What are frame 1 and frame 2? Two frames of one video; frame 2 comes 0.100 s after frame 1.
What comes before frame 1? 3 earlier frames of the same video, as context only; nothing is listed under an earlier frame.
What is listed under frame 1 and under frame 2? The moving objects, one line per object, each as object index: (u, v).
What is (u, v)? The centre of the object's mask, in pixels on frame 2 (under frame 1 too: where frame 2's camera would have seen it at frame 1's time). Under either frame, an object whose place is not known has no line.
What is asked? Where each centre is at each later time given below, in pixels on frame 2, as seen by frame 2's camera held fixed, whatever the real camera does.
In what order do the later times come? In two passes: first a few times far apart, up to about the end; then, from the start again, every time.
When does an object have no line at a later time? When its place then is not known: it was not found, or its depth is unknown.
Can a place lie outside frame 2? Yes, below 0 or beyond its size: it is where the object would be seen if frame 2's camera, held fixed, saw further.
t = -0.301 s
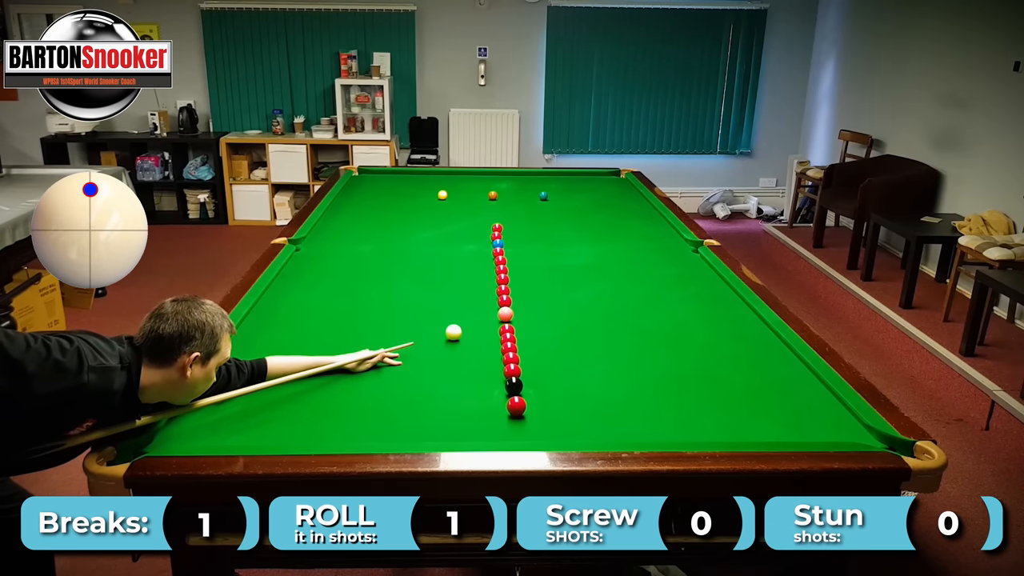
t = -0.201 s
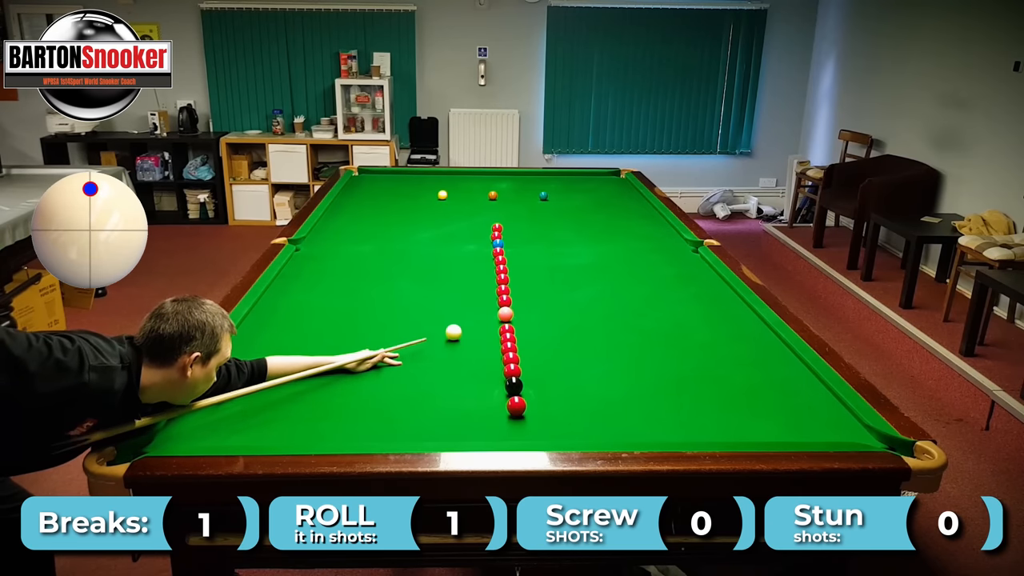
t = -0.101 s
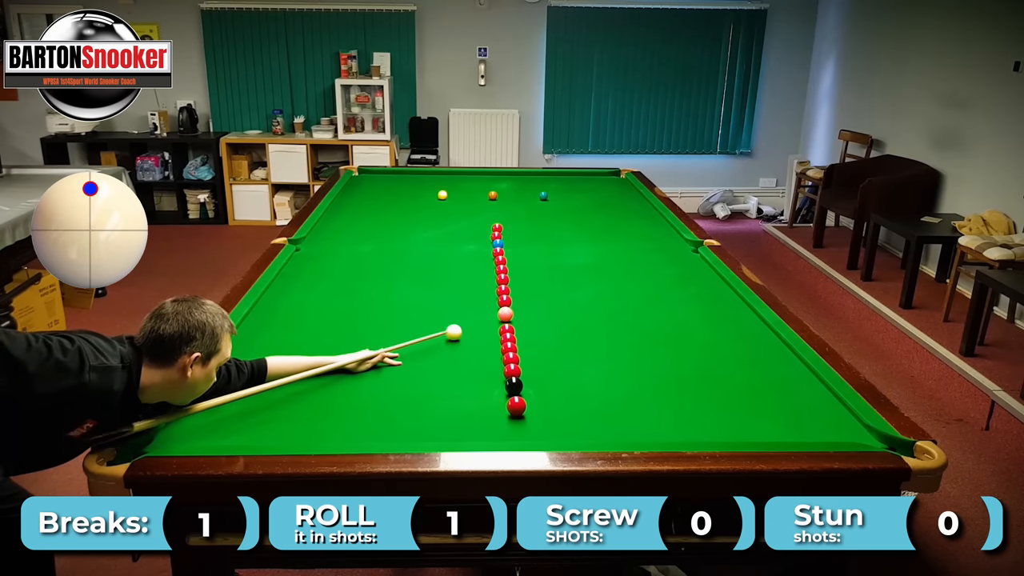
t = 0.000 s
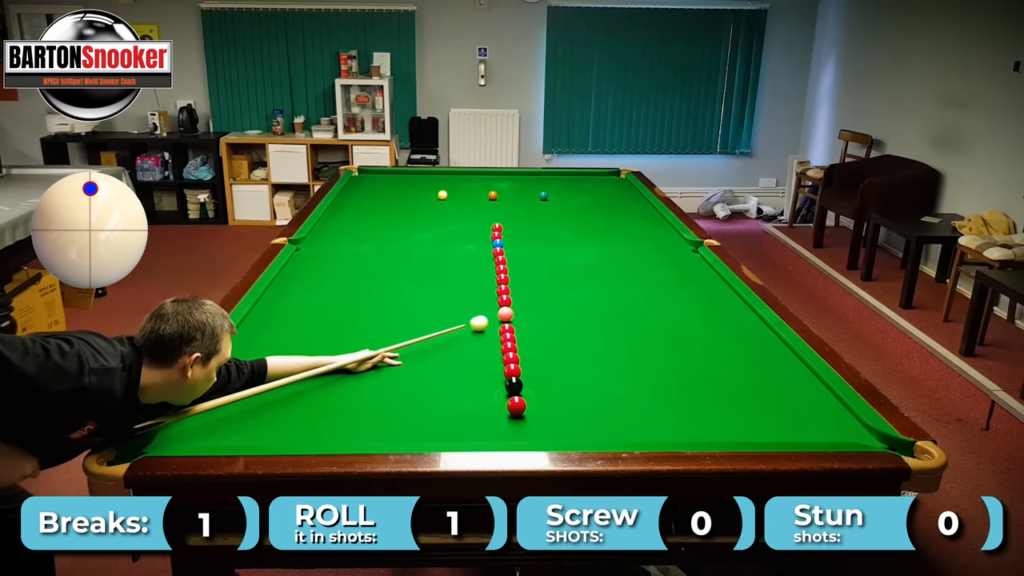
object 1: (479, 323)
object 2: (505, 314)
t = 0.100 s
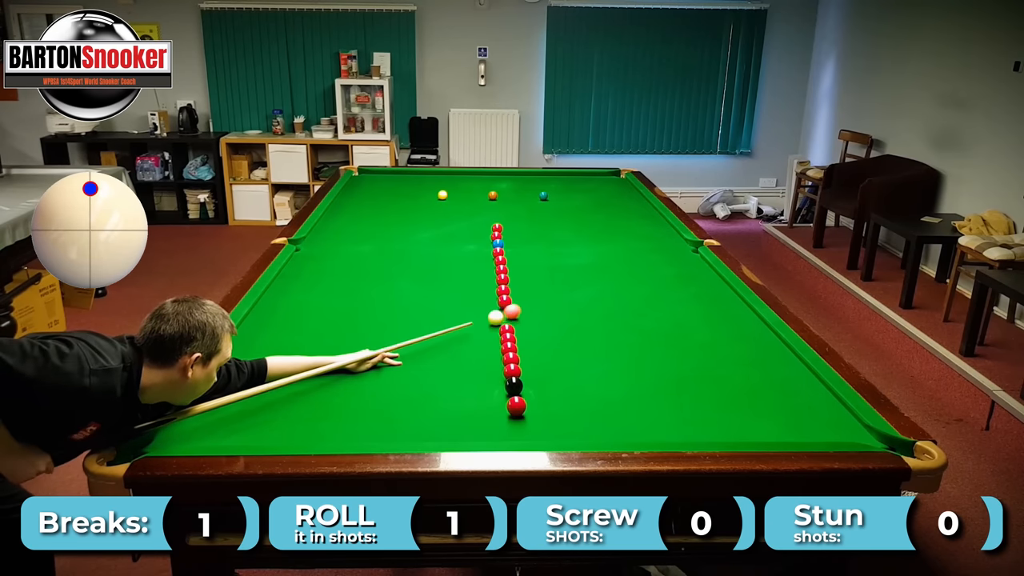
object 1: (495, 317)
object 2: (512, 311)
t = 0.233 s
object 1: (503, 315)
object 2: (533, 304)
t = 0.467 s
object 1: (517, 310)
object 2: (563, 293)
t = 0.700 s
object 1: (529, 306)
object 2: (591, 283)
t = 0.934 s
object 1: (540, 302)
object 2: (615, 274)
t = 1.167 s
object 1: (550, 299)
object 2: (637, 266)
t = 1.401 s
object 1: (559, 296)
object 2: (657, 259)
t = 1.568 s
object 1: (564, 294)
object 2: (671, 255)
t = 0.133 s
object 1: (497, 317)
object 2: (518, 309)
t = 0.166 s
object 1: (498, 317)
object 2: (523, 307)
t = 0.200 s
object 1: (500, 316)
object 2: (528, 305)
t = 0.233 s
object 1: (503, 315)
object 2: (533, 304)
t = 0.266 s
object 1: (505, 314)
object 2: (538, 302)
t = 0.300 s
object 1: (507, 314)
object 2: (542, 300)
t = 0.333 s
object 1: (509, 313)
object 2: (547, 299)
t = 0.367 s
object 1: (511, 312)
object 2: (551, 297)
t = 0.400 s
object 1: (513, 312)
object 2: (555, 296)
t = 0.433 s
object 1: (515, 311)
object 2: (559, 294)
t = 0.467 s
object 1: (517, 310)
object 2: (563, 293)
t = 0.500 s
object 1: (519, 310)
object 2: (567, 291)
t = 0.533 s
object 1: (521, 309)
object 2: (571, 290)
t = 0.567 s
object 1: (522, 308)
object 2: (575, 288)
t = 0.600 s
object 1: (524, 308)
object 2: (579, 287)
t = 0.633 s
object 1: (526, 307)
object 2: (583, 286)
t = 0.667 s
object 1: (528, 307)
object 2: (587, 284)
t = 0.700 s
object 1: (529, 306)
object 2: (591, 283)
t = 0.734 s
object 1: (531, 306)
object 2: (594, 282)
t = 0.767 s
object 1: (532, 305)
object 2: (598, 280)
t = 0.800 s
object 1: (534, 304)
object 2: (601, 279)
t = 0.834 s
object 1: (536, 304)
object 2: (605, 278)
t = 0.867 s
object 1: (537, 303)
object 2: (608, 277)
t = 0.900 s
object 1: (539, 303)
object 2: (612, 275)
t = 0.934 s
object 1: (540, 302)
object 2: (615, 274)
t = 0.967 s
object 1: (542, 302)
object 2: (618, 273)
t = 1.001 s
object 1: (543, 301)
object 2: (621, 272)
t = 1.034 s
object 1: (544, 301)
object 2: (625, 271)
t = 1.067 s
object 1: (546, 300)
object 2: (628, 270)
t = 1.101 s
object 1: (547, 300)
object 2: (631, 269)
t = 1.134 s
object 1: (549, 299)
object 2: (634, 267)
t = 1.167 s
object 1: (550, 299)
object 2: (637, 266)
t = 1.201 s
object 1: (551, 298)
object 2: (640, 266)
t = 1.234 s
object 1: (553, 298)
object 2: (643, 264)
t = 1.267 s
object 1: (554, 297)
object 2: (646, 263)
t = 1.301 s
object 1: (555, 297)
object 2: (649, 262)
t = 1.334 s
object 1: (556, 297)
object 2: (652, 261)
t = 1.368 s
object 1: (558, 296)
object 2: (655, 260)
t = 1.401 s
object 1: (559, 296)
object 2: (657, 259)
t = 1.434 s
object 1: (560, 296)
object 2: (660, 258)
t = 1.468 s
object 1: (561, 295)
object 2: (663, 258)
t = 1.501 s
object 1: (562, 295)
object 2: (666, 257)
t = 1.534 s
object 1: (563, 295)
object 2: (668, 256)
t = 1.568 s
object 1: (564, 294)
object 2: (671, 255)
